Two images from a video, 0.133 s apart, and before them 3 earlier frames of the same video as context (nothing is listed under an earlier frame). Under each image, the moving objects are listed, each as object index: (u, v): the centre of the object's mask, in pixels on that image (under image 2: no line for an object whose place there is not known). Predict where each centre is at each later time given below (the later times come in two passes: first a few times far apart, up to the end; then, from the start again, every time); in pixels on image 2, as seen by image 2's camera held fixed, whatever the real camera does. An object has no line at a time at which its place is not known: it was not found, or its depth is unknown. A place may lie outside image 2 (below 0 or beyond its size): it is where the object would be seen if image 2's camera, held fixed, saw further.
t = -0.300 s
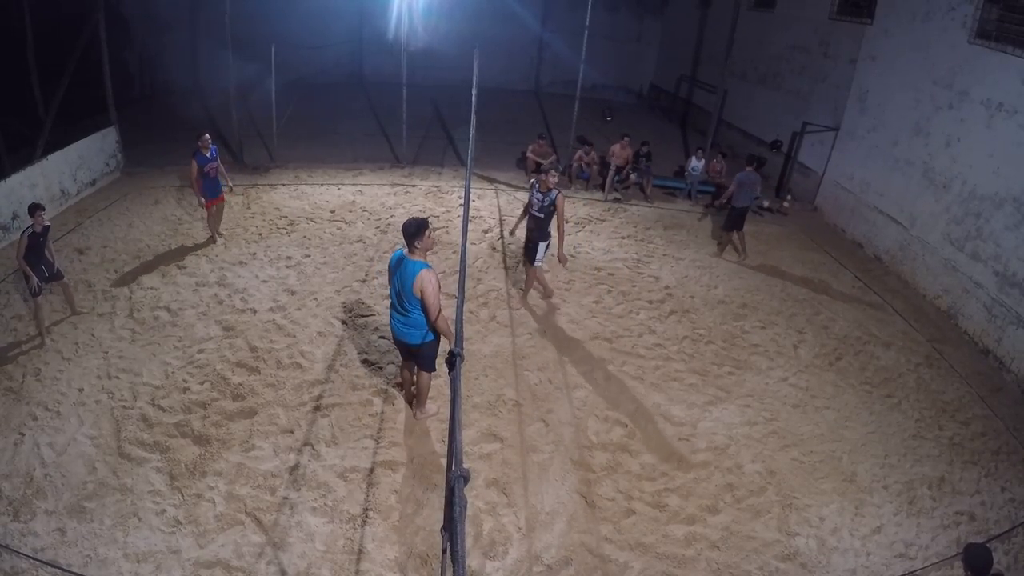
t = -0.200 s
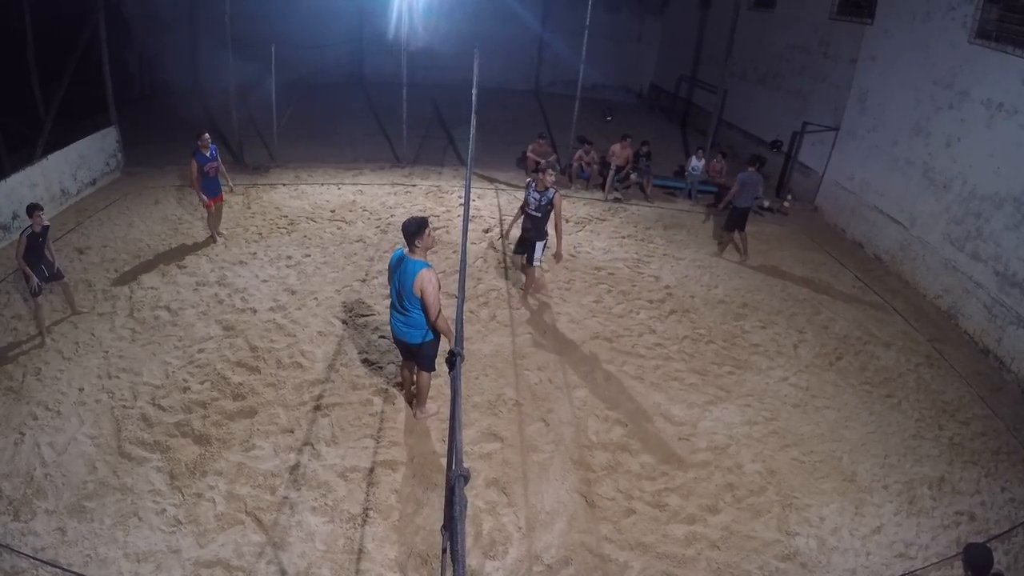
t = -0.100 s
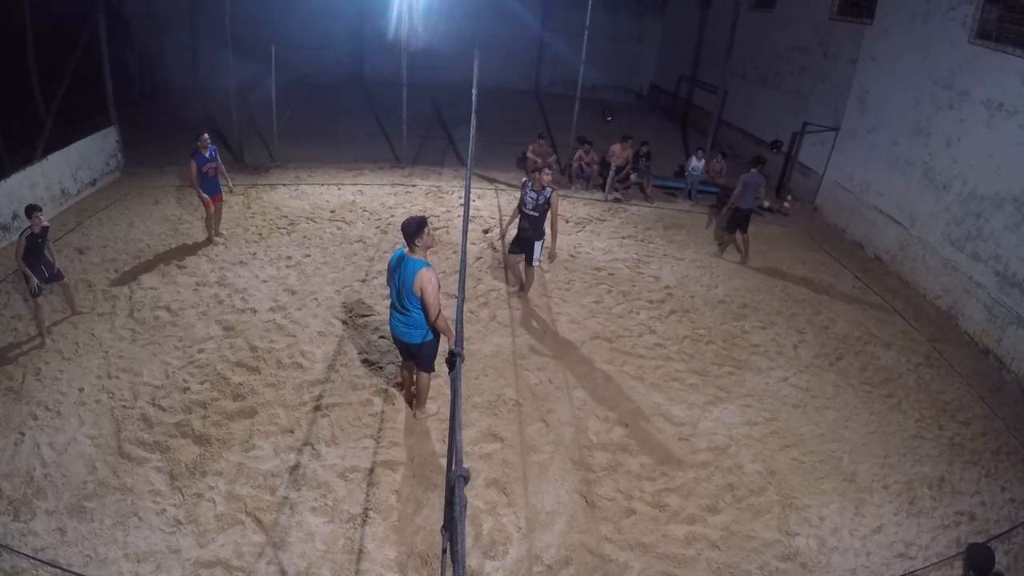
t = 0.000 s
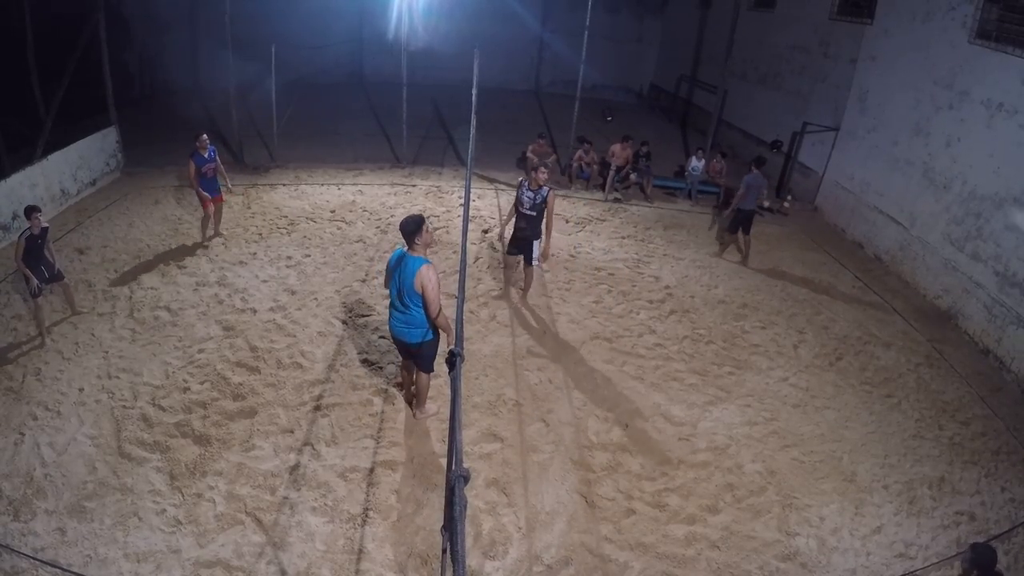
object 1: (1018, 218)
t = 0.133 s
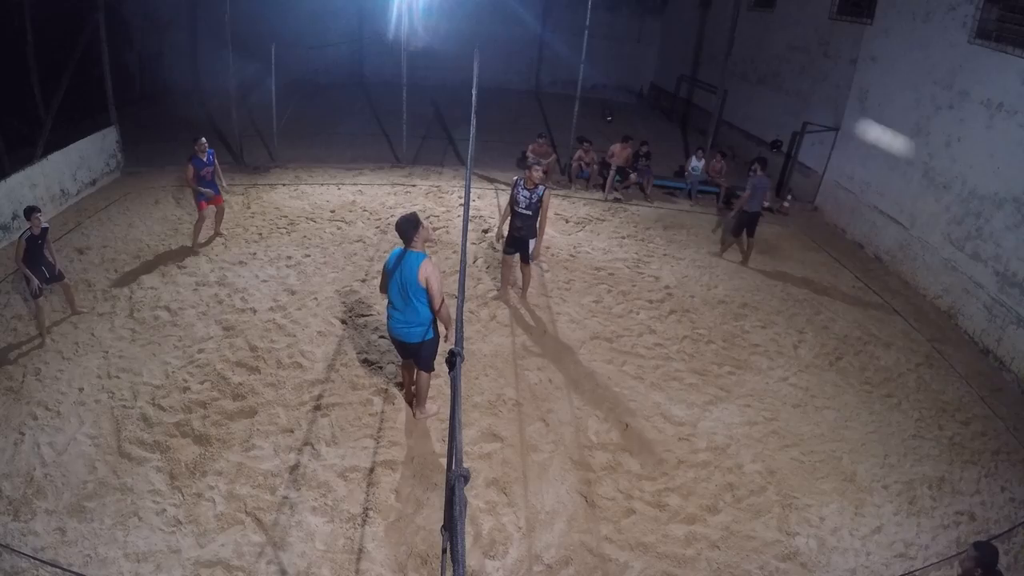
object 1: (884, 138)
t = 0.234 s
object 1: (736, 85)
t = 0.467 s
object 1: (406, 55)
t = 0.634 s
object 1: (264, 91)
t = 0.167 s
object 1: (837, 118)
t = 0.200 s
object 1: (788, 101)
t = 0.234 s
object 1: (736, 85)
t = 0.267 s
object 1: (685, 73)
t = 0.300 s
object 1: (633, 63)
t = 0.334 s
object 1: (582, 56)
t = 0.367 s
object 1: (534, 51)
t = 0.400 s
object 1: (489, 50)
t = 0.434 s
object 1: (446, 51)
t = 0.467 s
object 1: (406, 55)
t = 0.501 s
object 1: (371, 60)
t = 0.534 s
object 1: (339, 67)
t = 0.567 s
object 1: (311, 74)
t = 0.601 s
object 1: (286, 82)
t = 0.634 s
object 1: (264, 91)
